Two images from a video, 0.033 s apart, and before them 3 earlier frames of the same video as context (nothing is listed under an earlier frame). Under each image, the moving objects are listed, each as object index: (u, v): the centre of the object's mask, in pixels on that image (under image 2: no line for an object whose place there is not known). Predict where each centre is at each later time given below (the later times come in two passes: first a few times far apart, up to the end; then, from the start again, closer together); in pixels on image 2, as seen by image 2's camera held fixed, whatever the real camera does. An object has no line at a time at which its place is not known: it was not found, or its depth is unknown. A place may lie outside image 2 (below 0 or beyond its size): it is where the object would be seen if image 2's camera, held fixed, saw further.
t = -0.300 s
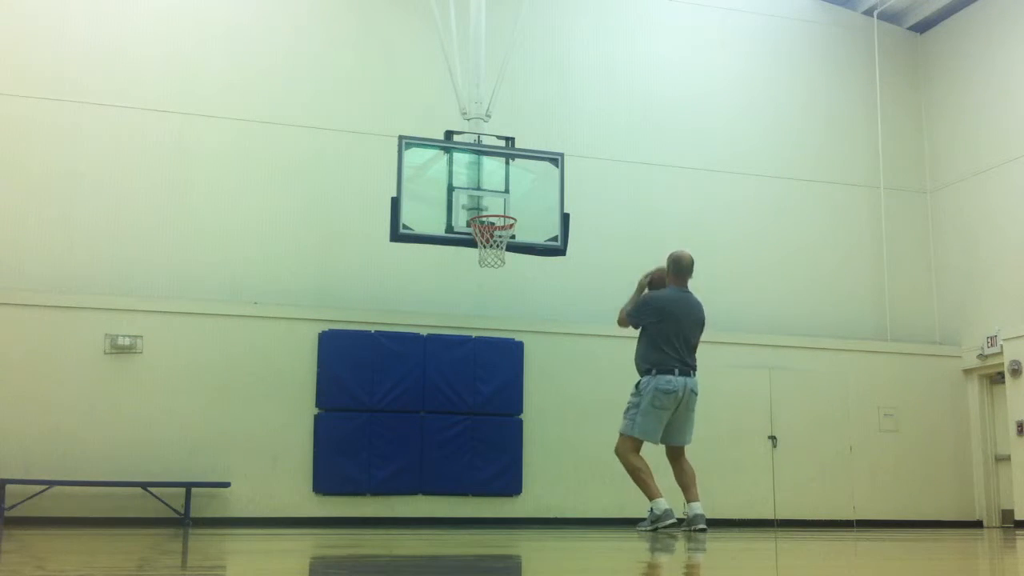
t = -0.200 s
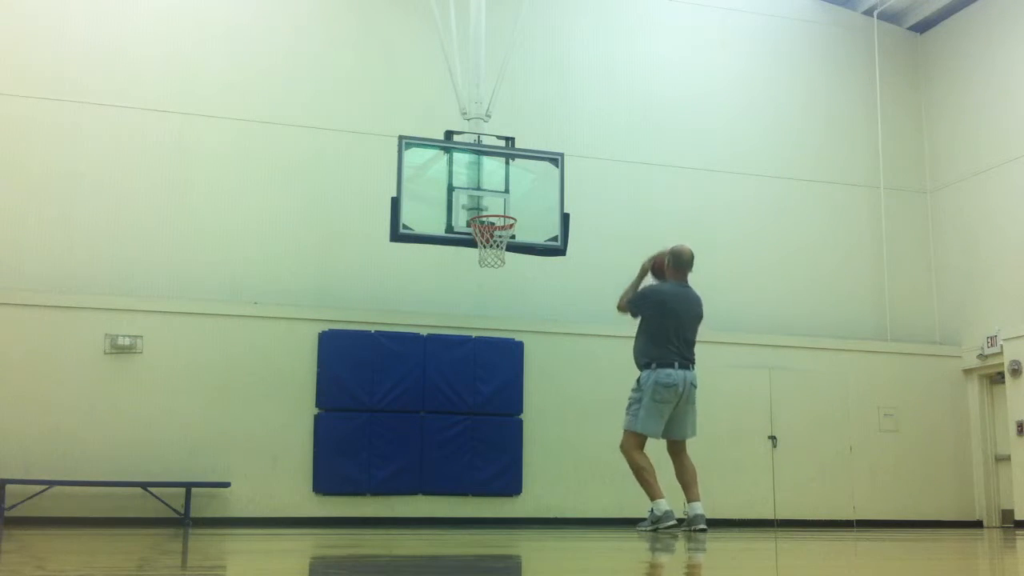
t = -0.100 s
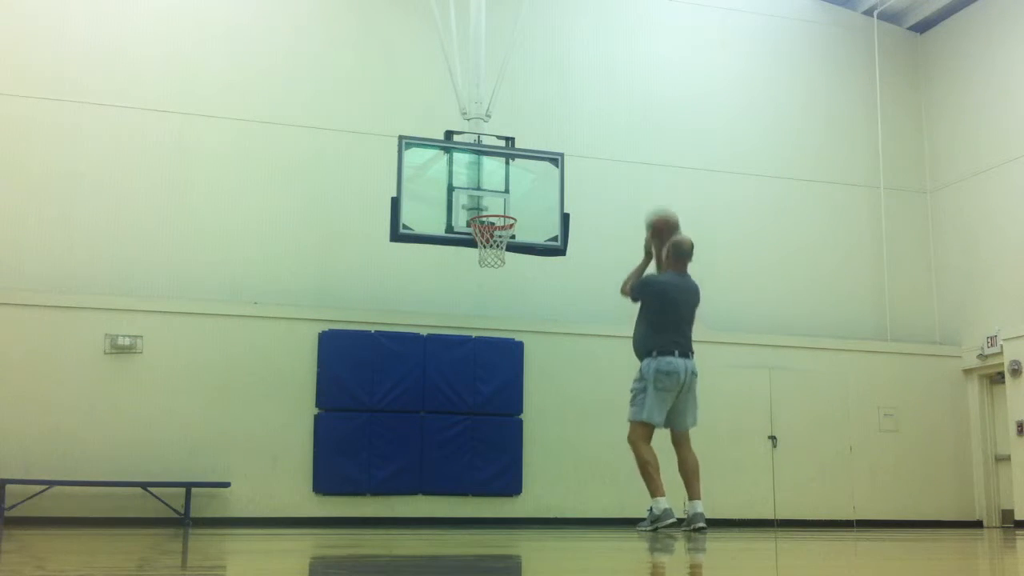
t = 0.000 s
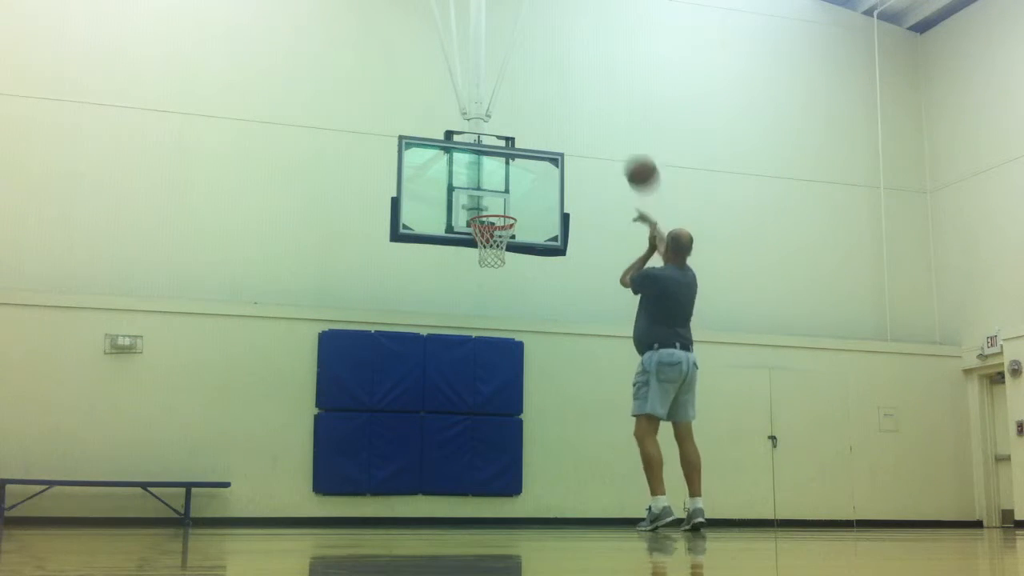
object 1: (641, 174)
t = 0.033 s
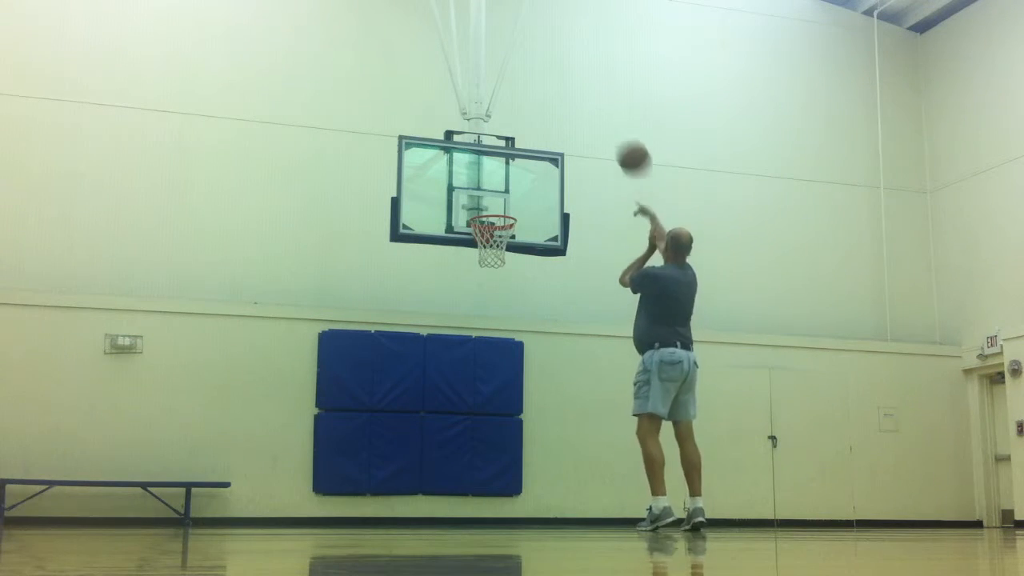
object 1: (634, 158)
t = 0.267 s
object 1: (585, 100)
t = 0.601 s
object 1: (532, 126)
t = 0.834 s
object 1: (502, 201)
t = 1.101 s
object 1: (483, 255)
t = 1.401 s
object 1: (477, 316)
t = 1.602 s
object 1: (472, 411)
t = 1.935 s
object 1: (473, 434)
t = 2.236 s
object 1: (481, 368)
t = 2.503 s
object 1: (488, 384)
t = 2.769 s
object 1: (494, 480)
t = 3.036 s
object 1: (499, 447)
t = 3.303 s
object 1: (505, 429)
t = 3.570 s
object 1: (512, 492)
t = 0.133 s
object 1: (611, 124)
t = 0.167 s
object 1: (604, 116)
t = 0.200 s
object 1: (598, 109)
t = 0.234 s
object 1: (591, 104)
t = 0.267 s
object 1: (585, 100)
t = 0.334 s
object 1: (573, 96)
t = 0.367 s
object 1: (567, 96)
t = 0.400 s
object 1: (562, 97)
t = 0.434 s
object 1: (556, 99)
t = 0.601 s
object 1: (532, 126)
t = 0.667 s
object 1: (523, 142)
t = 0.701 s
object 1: (519, 153)
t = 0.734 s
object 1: (514, 165)
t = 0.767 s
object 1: (510, 175)
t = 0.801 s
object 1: (505, 189)
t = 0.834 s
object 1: (502, 201)
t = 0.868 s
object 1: (498, 213)
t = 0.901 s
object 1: (494, 228)
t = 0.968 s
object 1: (489, 247)
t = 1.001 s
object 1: (486, 245)
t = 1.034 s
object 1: (485, 250)
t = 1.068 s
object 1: (484, 252)
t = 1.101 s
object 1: (483, 255)
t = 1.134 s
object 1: (482, 260)
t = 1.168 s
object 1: (481, 263)
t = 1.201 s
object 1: (481, 265)
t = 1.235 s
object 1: (480, 270)
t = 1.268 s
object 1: (480, 277)
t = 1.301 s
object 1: (479, 285)
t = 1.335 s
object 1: (478, 295)
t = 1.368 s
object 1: (478, 305)
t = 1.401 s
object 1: (477, 316)
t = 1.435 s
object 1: (476, 328)
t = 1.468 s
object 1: (476, 342)
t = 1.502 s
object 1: (475, 358)
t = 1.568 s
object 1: (474, 393)
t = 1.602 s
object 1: (472, 411)
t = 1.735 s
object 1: (468, 505)
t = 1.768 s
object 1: (468, 506)
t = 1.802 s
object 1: (470, 491)
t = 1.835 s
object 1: (471, 474)
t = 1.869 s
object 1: (472, 459)
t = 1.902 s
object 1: (473, 446)
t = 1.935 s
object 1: (473, 434)
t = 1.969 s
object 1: (474, 422)
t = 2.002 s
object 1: (475, 410)
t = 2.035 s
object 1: (476, 402)
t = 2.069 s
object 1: (477, 394)
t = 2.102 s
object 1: (478, 385)
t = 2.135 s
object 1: (479, 380)
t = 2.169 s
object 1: (479, 376)
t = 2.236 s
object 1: (481, 368)
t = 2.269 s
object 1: (482, 367)
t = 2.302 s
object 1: (482, 366)
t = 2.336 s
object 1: (483, 366)
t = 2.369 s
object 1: (484, 367)
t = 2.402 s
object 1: (485, 369)
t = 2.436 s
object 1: (486, 373)
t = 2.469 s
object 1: (487, 378)
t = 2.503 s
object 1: (488, 384)
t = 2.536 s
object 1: (489, 392)
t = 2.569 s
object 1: (489, 399)
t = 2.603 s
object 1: (490, 411)
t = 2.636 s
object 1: (491, 421)
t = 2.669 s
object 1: (491, 434)
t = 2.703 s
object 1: (492, 447)
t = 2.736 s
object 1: (493, 464)
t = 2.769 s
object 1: (494, 480)
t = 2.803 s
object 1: (495, 503)
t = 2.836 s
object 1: (495, 510)
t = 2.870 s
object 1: (496, 499)
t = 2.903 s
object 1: (498, 486)
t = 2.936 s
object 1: (498, 474)
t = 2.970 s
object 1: (499, 464)
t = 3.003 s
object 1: (499, 456)
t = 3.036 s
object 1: (499, 447)
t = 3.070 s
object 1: (501, 442)
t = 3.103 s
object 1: (502, 436)
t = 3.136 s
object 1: (502, 432)
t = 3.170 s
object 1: (503, 429)
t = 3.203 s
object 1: (503, 427)
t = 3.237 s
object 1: (504, 427)
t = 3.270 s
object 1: (504, 427)
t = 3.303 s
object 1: (505, 429)
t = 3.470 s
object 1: (510, 456)
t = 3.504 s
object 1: (511, 467)
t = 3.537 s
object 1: (511, 477)
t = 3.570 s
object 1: (512, 492)
